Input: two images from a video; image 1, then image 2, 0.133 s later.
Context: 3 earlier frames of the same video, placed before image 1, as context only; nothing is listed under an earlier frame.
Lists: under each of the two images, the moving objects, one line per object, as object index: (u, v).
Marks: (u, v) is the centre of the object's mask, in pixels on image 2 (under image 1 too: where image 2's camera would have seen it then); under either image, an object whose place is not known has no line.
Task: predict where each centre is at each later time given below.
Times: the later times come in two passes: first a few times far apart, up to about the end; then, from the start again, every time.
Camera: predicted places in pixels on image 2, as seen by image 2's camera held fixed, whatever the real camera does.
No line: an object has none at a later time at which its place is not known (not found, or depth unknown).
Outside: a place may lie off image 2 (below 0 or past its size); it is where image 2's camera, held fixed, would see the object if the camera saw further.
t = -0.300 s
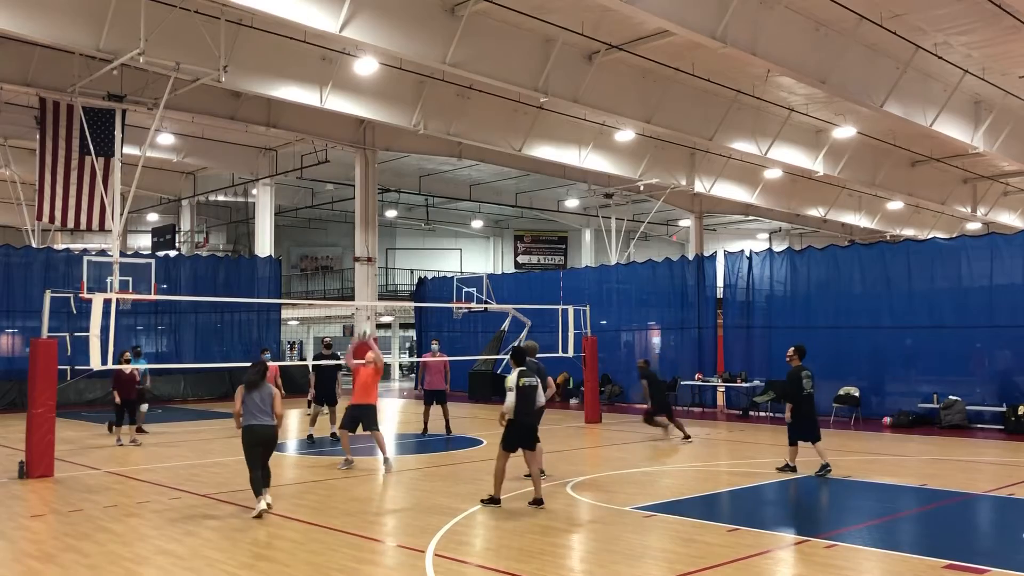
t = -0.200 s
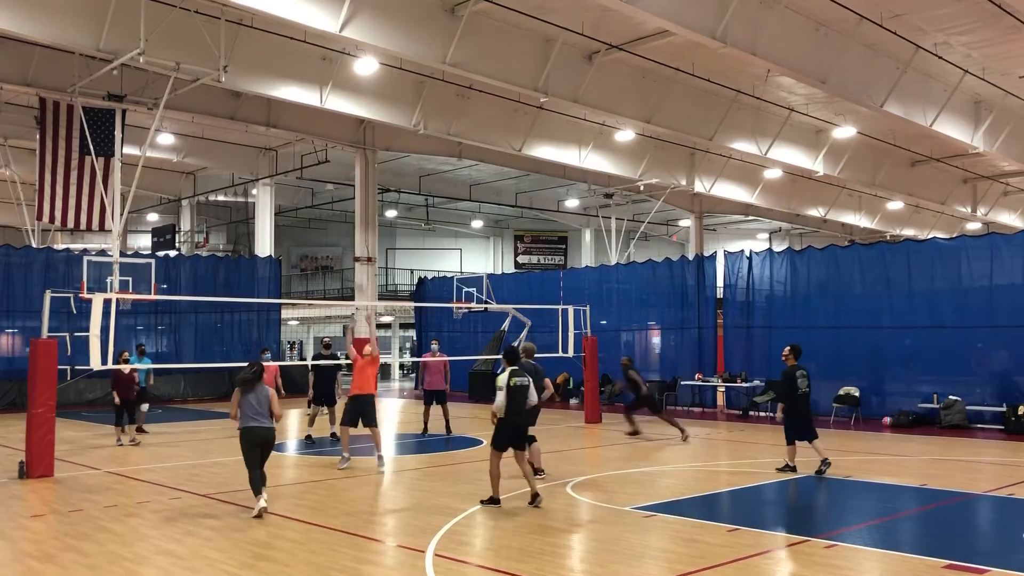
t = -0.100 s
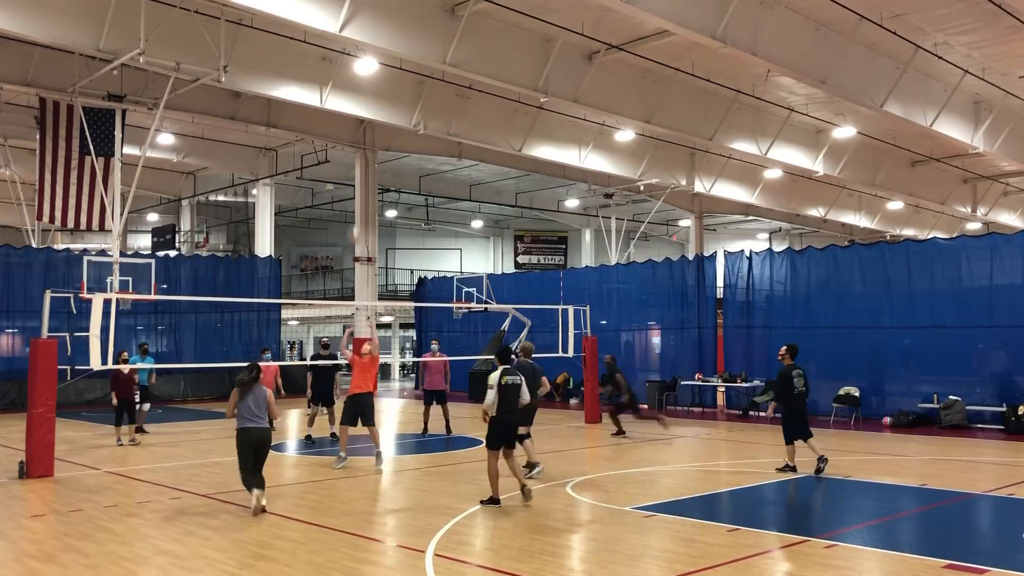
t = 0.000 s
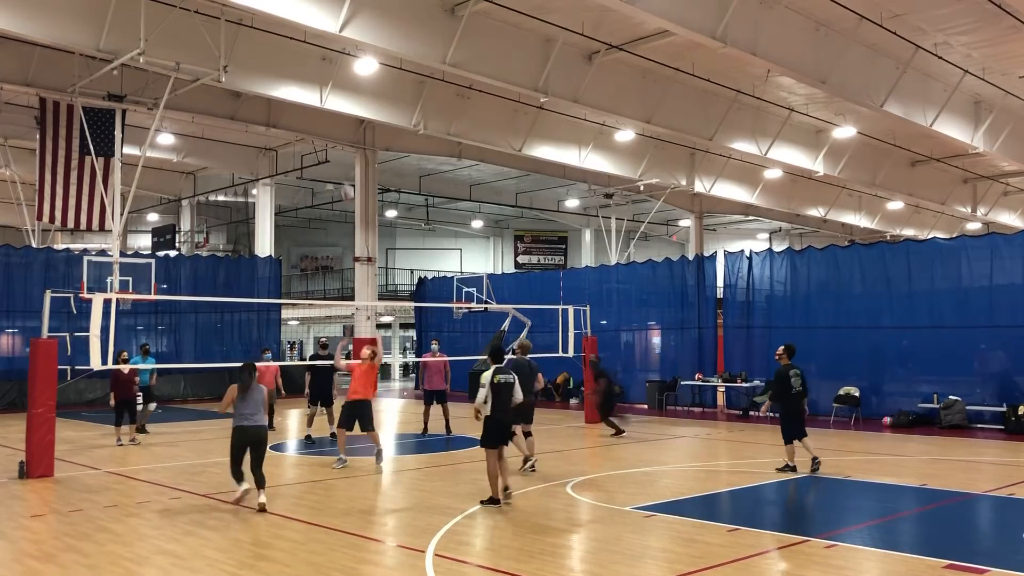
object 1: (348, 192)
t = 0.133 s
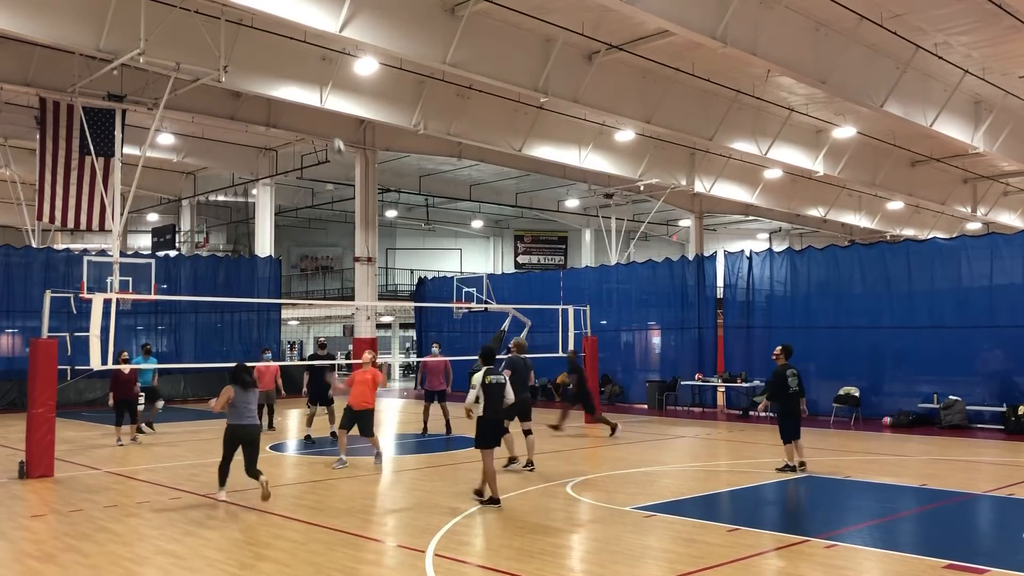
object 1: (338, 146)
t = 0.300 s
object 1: (325, 109)
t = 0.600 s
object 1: (305, 86)
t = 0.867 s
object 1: (289, 117)
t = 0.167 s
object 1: (336, 137)
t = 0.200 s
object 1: (334, 128)
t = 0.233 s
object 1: (331, 121)
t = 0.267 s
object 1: (328, 115)
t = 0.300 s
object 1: (325, 109)
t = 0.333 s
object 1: (323, 103)
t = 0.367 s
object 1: (321, 98)
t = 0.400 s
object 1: (319, 94)
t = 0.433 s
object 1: (317, 91)
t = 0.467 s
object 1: (314, 88)
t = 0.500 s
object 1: (312, 86)
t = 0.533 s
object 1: (310, 85)
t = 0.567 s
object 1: (307, 85)
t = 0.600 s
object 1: (305, 86)
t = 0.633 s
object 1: (303, 87)
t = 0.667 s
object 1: (301, 89)
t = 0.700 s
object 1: (299, 92)
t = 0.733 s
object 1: (296, 96)
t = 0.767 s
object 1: (293, 100)
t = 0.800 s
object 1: (292, 104)
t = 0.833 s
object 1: (291, 110)
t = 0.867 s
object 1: (289, 117)
